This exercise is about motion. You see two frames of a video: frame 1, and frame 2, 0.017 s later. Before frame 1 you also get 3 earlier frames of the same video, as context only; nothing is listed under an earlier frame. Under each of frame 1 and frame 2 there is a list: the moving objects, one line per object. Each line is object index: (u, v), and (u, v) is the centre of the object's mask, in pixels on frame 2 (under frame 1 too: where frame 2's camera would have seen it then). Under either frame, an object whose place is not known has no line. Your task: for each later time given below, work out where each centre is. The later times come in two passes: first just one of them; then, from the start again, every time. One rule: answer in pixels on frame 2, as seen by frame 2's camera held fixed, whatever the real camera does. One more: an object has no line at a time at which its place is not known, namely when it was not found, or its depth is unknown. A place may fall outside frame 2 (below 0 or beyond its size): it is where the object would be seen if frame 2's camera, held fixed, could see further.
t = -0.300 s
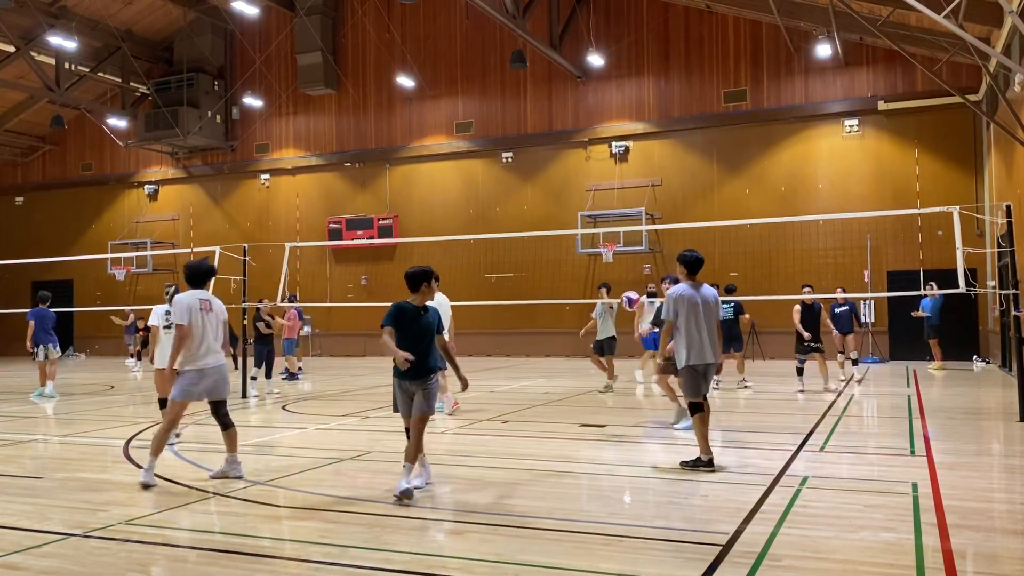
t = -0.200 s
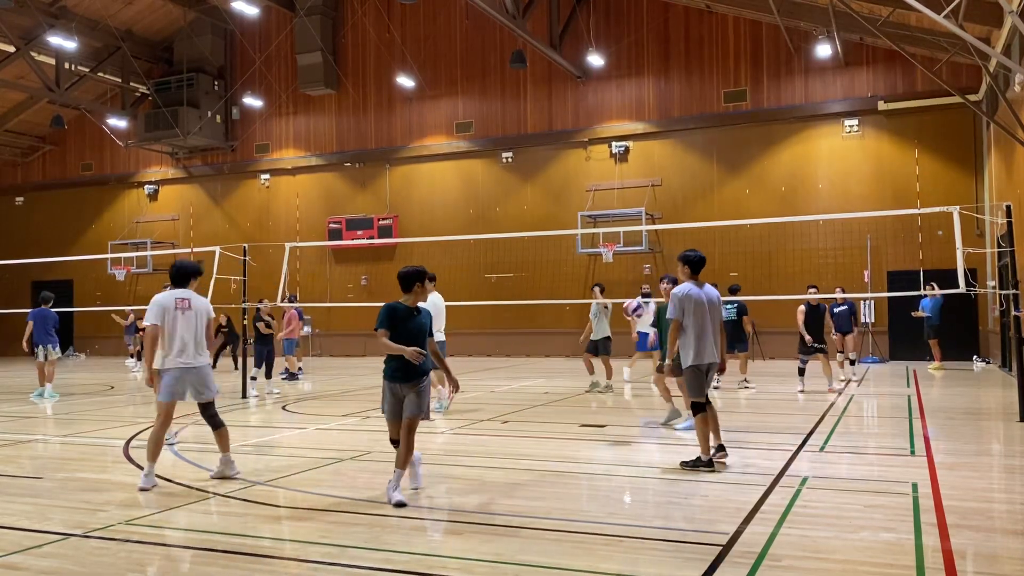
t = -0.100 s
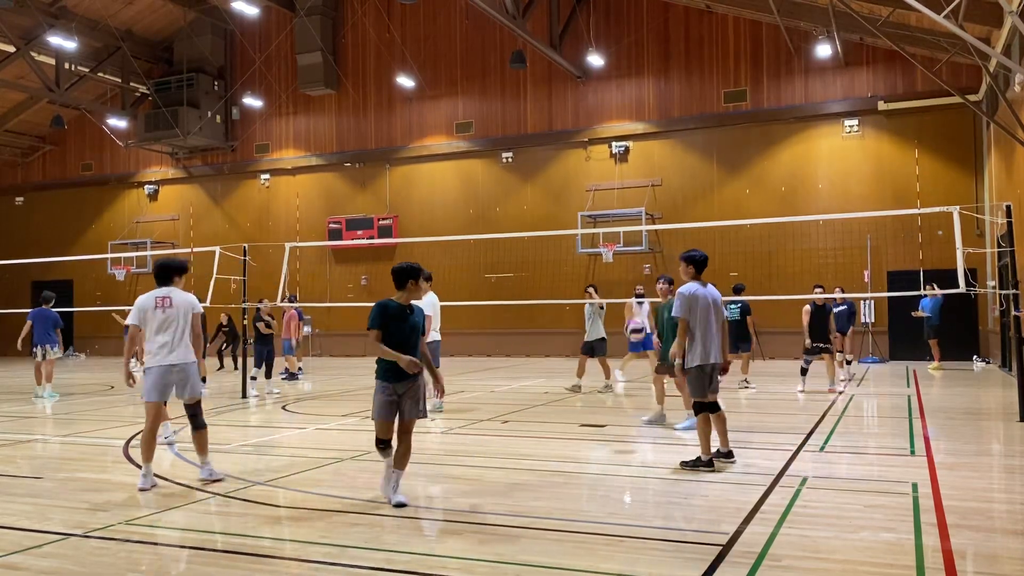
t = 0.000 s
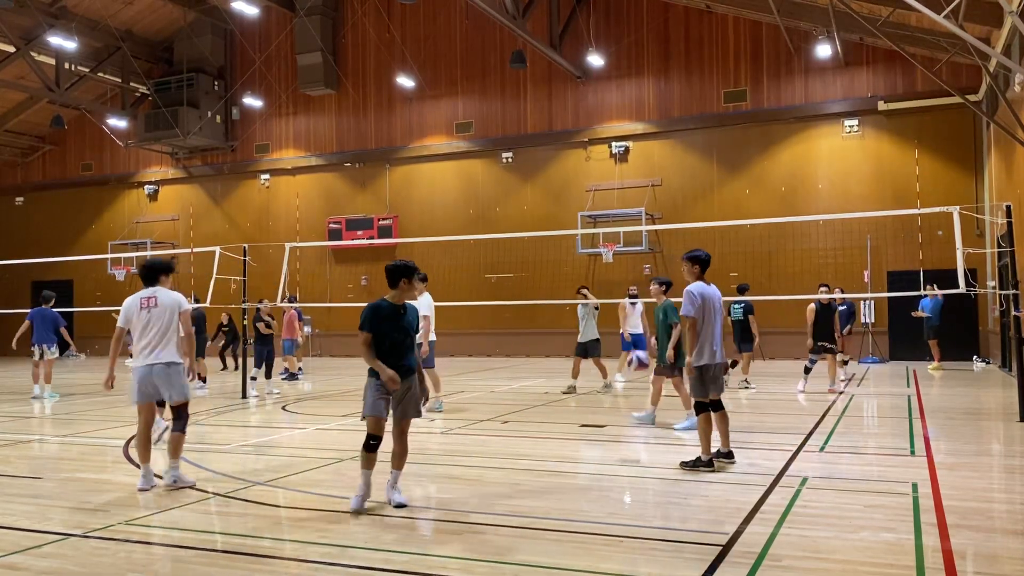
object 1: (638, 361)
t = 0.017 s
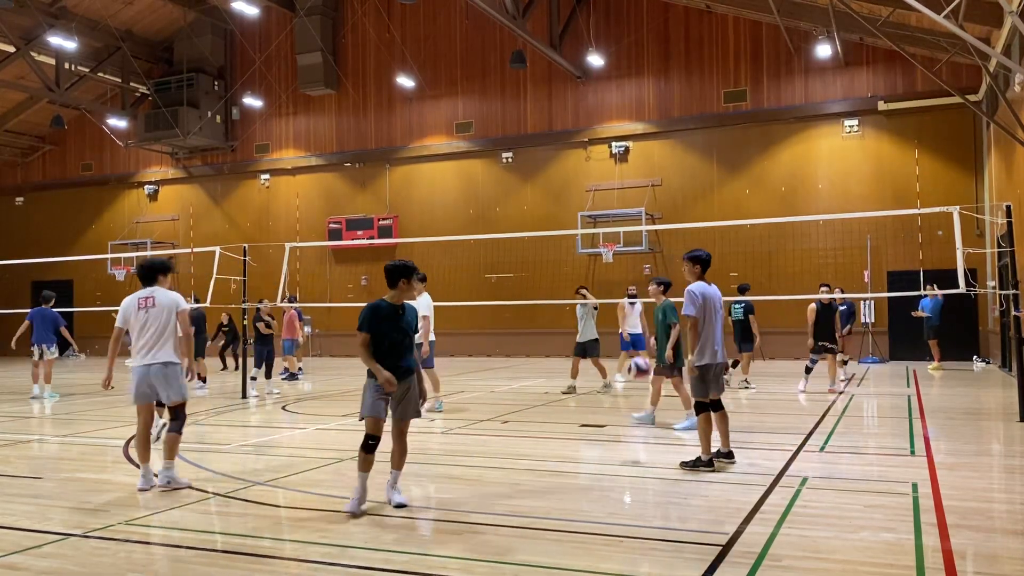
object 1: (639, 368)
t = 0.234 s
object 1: (645, 445)
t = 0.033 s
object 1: (640, 374)
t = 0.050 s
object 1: (641, 382)
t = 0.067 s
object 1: (641, 390)
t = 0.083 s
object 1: (642, 399)
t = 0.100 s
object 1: (641, 408)
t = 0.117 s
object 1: (643, 417)
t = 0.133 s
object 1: (644, 427)
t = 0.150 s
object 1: (644, 438)
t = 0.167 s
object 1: (645, 450)
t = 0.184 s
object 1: (646, 462)
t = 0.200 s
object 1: (645, 461)
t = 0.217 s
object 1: (645, 452)
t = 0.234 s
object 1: (645, 445)
